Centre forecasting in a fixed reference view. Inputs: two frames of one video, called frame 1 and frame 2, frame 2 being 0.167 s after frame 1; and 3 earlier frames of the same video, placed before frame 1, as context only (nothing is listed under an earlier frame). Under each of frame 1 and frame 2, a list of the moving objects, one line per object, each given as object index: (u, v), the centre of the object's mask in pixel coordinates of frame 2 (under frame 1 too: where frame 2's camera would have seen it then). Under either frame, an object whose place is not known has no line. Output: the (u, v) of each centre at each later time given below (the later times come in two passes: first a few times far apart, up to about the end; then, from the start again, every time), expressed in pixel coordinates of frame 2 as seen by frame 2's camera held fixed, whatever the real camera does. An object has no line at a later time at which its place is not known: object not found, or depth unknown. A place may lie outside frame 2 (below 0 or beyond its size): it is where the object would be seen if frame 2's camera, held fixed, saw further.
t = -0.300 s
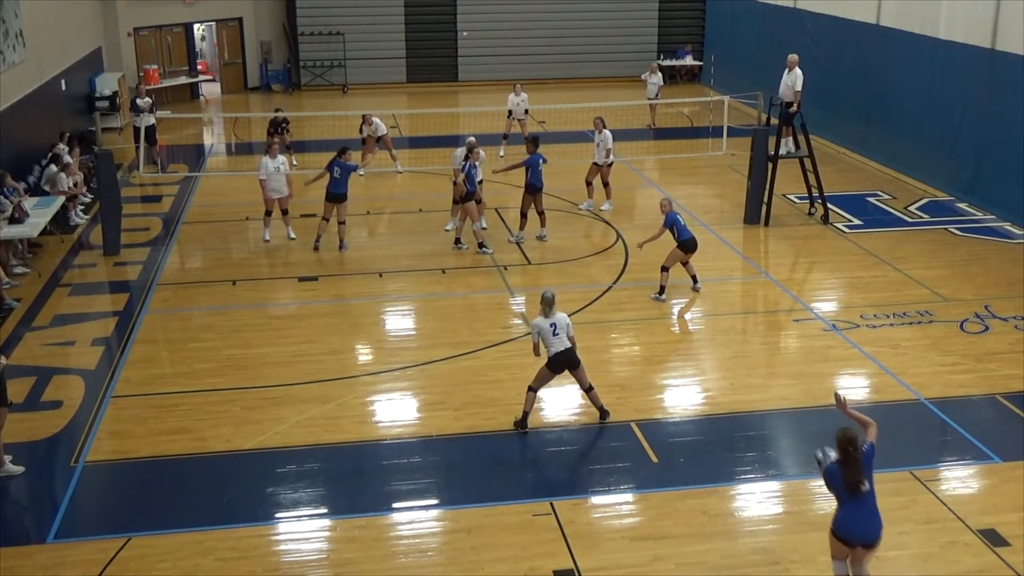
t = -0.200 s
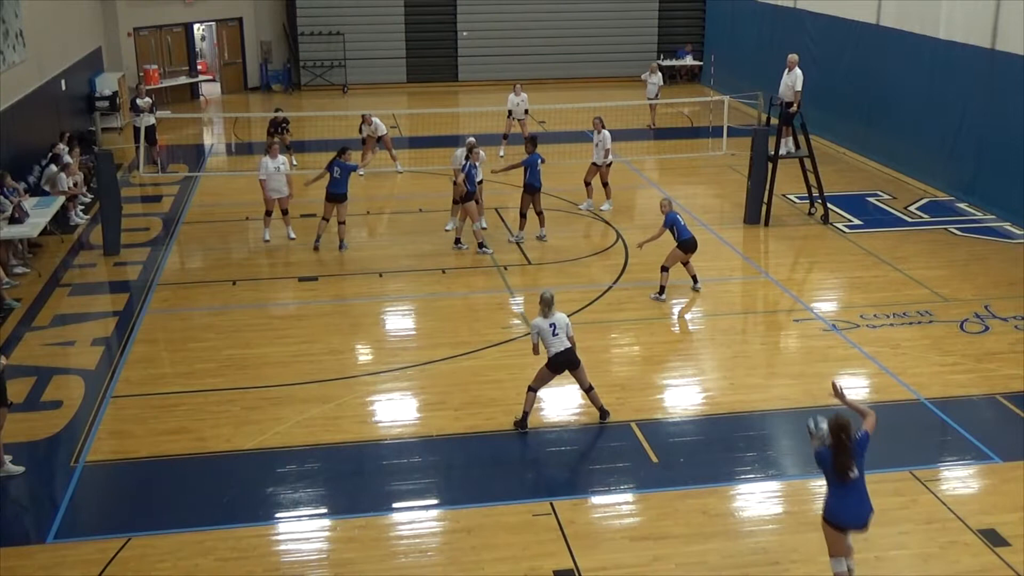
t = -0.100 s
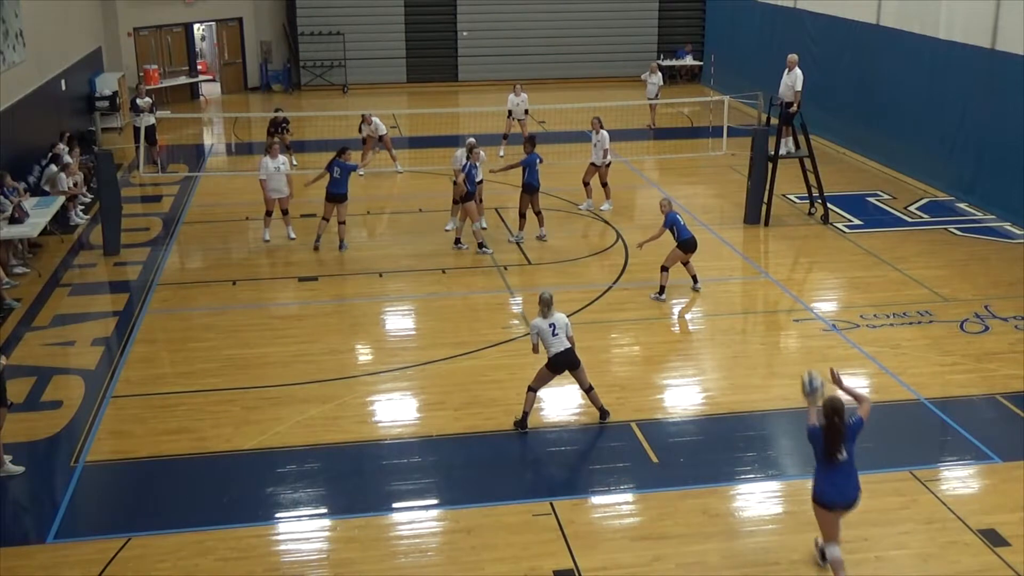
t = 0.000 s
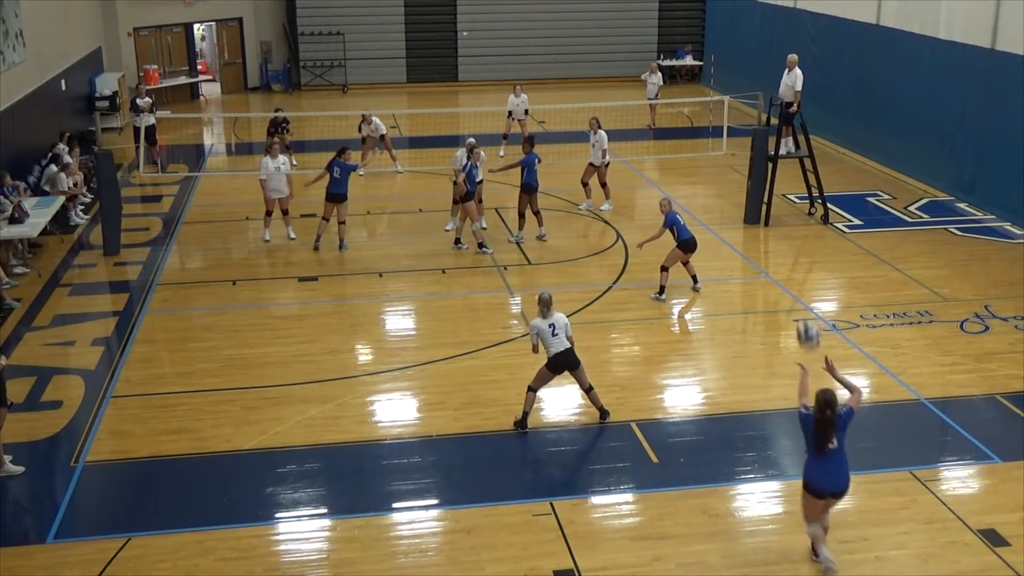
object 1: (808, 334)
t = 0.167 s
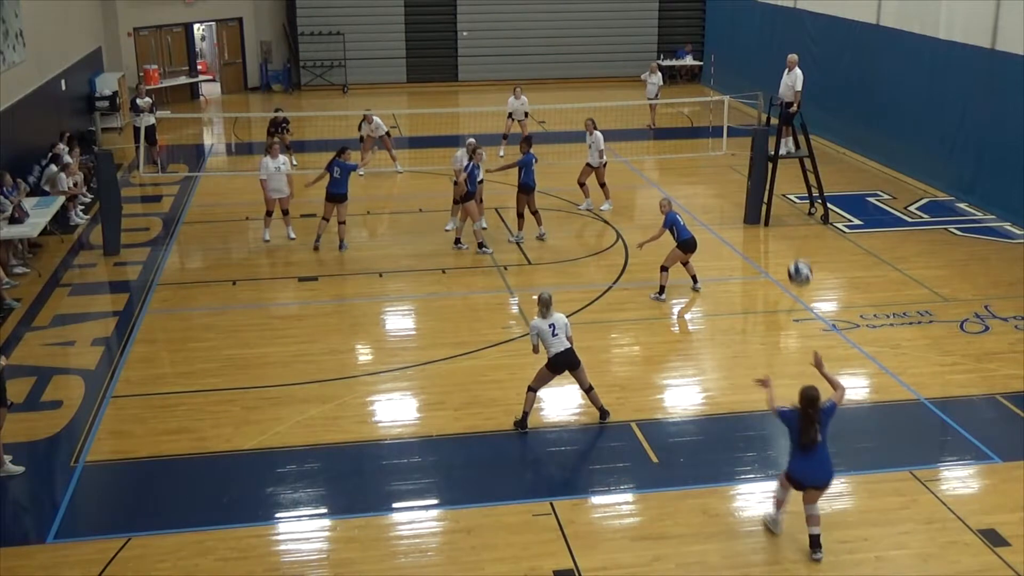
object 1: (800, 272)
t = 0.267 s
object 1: (793, 252)
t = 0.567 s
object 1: (769, 254)
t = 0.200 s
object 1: (798, 264)
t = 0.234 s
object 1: (795, 257)
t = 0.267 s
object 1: (793, 252)
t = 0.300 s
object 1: (791, 247)
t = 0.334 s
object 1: (788, 244)
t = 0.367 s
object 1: (786, 242)
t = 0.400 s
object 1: (783, 241)
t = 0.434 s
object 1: (781, 241)
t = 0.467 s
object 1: (778, 242)
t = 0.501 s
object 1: (775, 245)
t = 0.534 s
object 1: (772, 248)
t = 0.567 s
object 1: (769, 254)
